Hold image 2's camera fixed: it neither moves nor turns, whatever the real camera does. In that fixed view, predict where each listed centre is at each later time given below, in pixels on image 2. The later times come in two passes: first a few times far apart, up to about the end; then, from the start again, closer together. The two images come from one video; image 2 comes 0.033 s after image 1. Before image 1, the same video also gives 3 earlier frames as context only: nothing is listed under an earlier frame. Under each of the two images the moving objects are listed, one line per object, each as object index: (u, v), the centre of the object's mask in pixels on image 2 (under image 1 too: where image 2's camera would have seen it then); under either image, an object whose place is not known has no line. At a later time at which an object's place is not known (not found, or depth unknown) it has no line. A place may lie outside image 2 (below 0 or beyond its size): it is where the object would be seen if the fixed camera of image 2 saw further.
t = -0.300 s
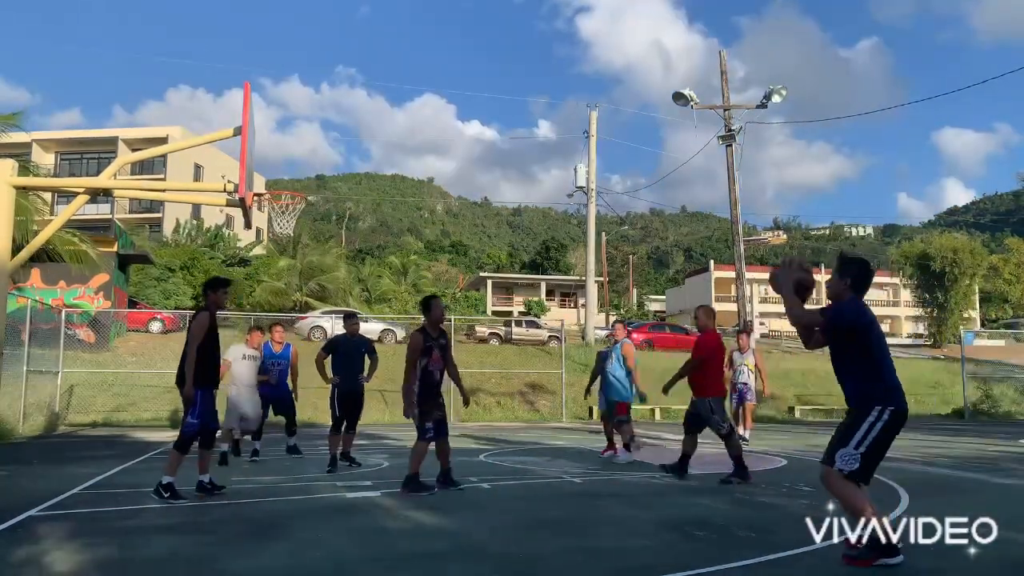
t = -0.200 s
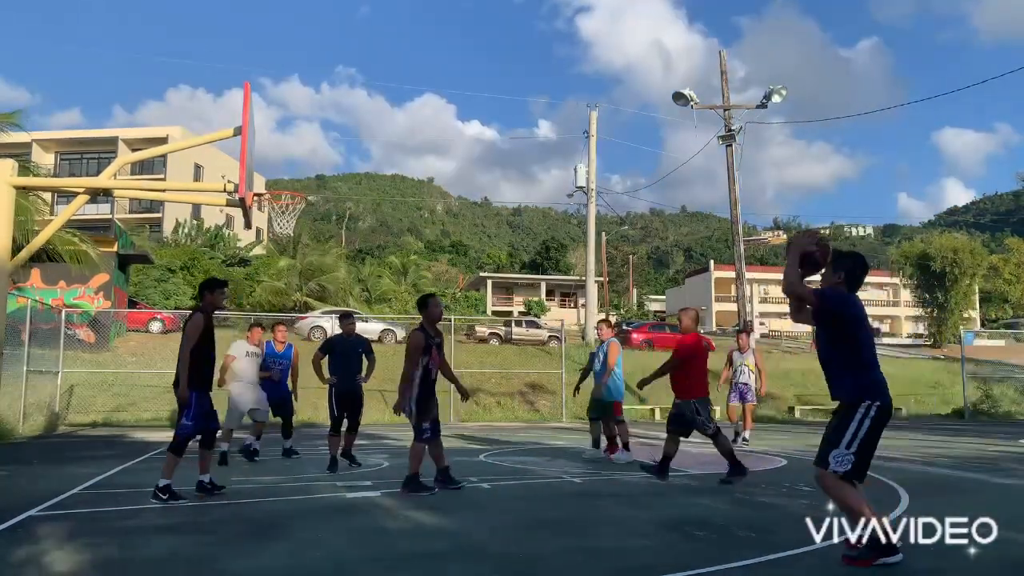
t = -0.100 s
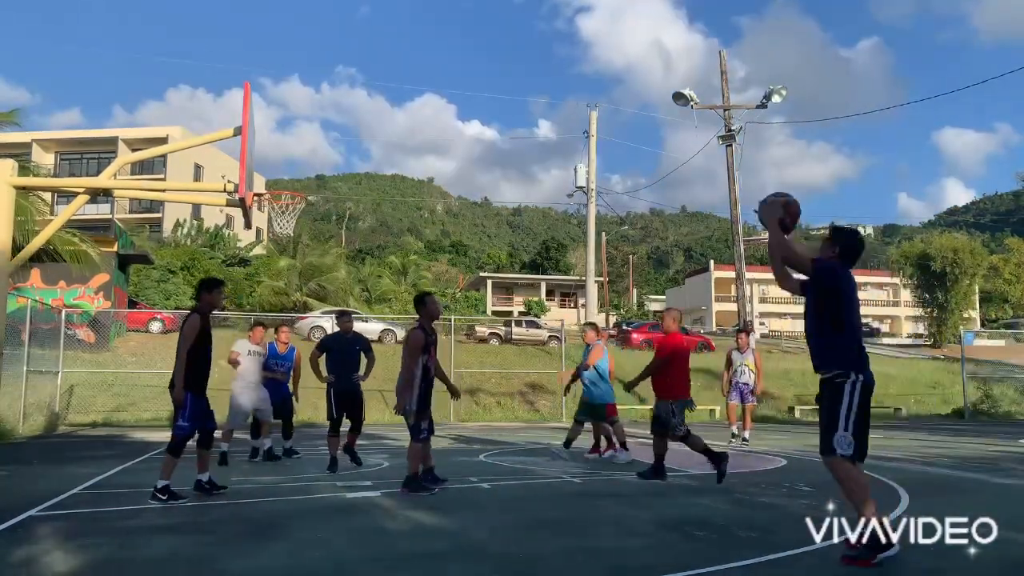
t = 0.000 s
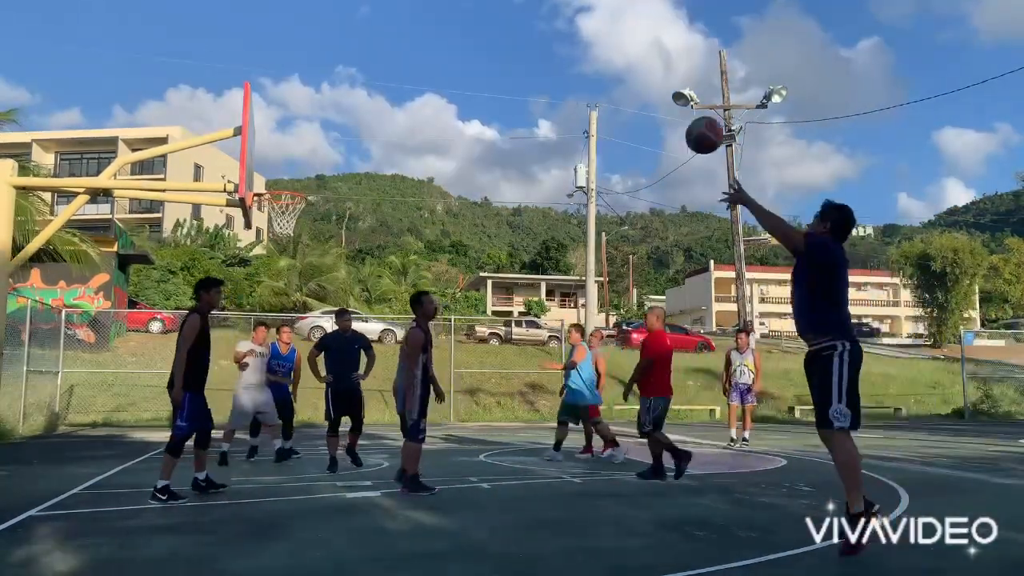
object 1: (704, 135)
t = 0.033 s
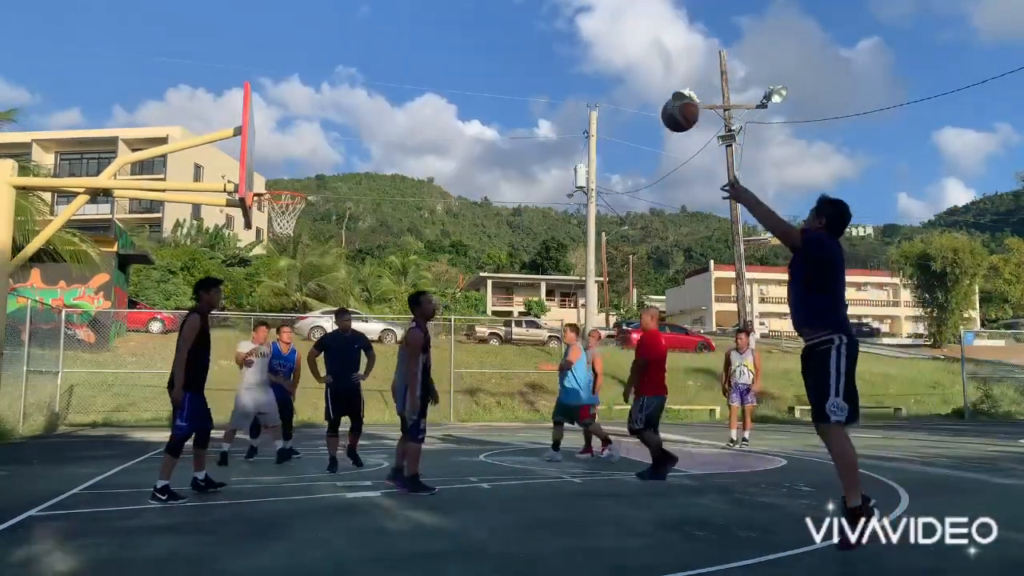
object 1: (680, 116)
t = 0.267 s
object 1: (545, 26)
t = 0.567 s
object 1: (429, 22)
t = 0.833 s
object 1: (357, 83)
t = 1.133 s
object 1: (292, 189)
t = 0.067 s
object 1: (657, 95)
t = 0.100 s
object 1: (636, 78)
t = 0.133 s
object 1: (615, 64)
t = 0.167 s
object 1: (596, 52)
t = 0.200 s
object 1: (578, 42)
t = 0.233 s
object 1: (561, 33)
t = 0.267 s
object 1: (545, 26)
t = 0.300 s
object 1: (530, 21)
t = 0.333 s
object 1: (515, 17)
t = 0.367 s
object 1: (501, 14)
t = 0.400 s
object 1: (488, 13)
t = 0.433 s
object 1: (475, 13)
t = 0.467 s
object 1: (463, 13)
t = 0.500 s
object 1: (451, 15)
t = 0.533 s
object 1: (440, 18)
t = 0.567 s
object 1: (429, 22)
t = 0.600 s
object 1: (419, 27)
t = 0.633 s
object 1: (409, 32)
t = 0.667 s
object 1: (399, 39)
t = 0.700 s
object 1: (390, 46)
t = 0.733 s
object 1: (381, 54)
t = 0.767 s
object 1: (373, 63)
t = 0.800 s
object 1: (365, 72)
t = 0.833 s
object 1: (357, 83)
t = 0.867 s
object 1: (349, 94)
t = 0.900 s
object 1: (341, 105)
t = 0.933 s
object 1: (333, 117)
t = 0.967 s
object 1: (326, 129)
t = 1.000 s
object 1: (318, 143)
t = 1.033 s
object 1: (312, 157)
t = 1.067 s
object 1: (305, 171)
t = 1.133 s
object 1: (292, 189)
